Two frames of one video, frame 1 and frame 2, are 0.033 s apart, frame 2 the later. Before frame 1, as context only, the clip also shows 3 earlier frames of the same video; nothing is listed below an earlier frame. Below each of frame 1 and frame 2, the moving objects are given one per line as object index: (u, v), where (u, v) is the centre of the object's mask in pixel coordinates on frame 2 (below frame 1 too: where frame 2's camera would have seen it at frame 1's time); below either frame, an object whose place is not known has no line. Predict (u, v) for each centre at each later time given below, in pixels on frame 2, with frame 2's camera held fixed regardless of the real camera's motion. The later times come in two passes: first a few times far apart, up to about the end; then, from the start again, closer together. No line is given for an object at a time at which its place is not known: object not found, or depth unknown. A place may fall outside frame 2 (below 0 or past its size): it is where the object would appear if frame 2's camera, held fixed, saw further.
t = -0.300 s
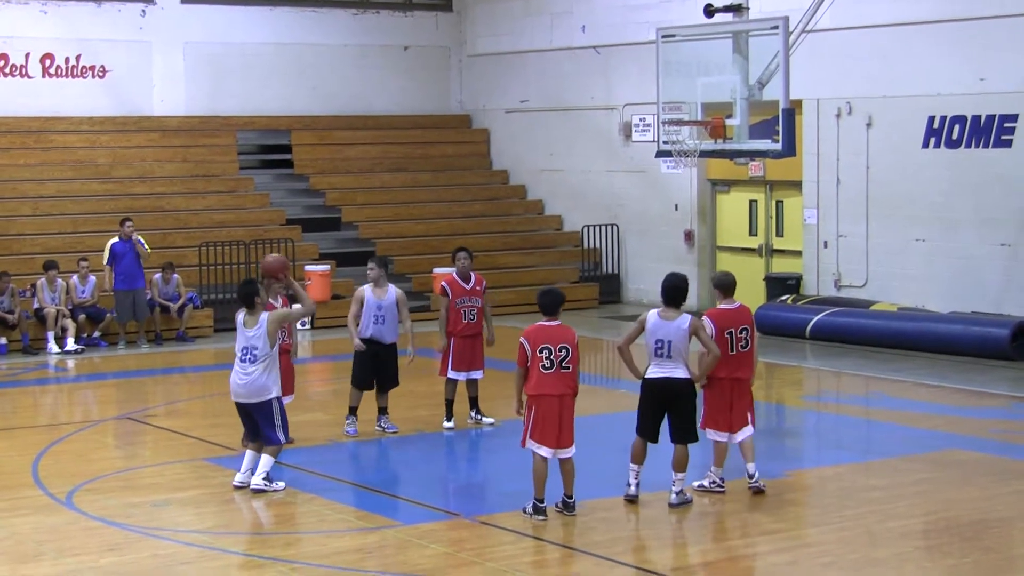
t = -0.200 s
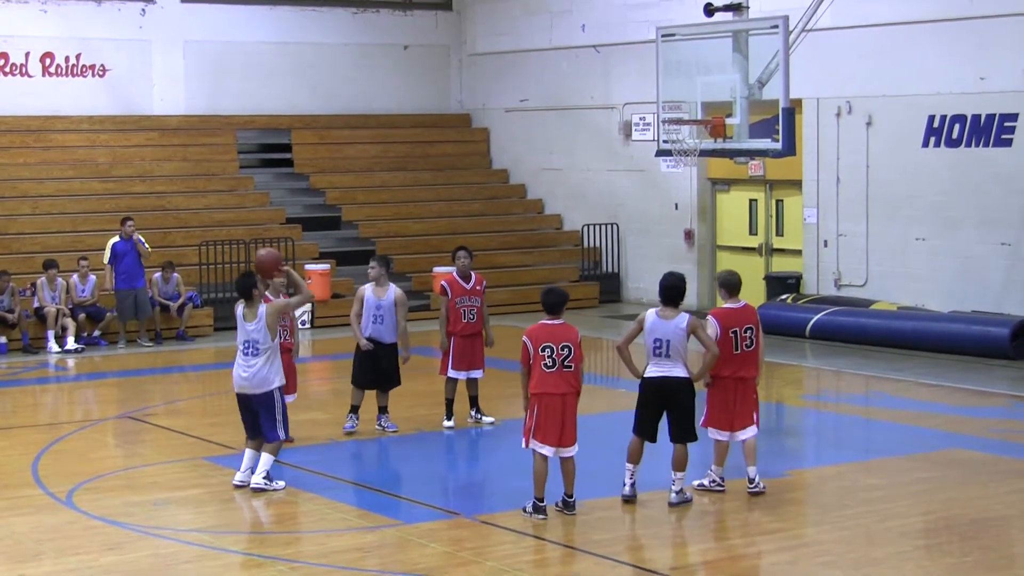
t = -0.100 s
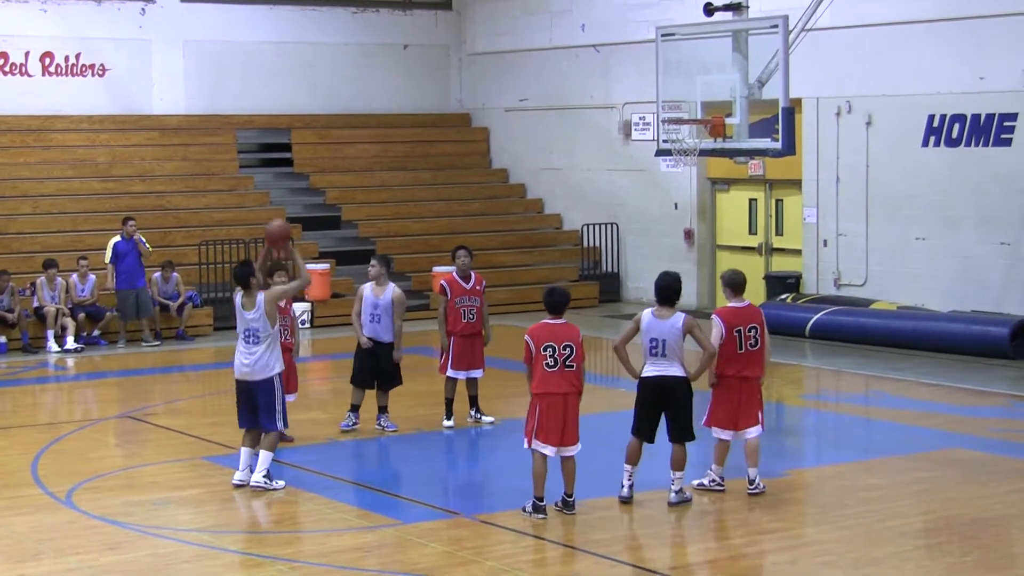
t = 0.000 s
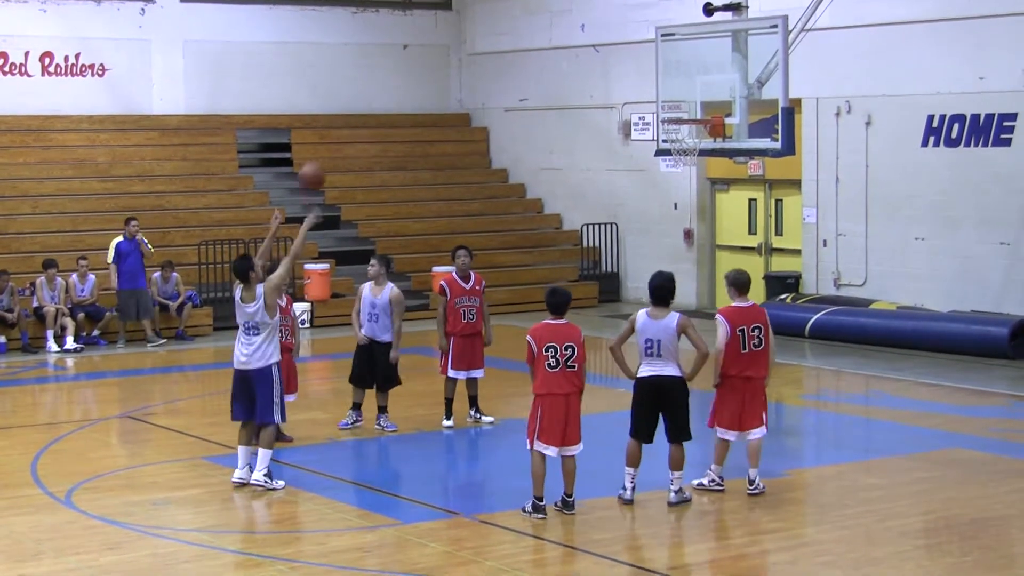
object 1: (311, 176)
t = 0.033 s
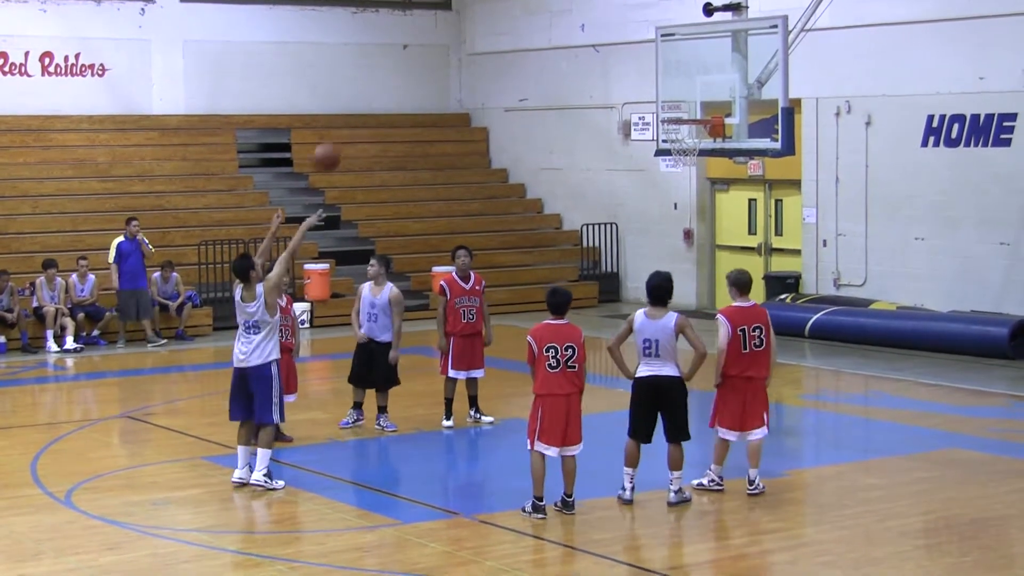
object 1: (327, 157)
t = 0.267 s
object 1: (423, 59)
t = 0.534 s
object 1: (528, 24)
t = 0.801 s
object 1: (627, 66)
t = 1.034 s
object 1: (703, 137)
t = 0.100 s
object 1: (354, 124)
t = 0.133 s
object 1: (369, 108)
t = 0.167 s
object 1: (382, 94)
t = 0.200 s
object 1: (396, 81)
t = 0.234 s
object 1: (409, 70)
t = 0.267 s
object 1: (423, 59)
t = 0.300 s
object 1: (436, 51)
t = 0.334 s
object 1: (450, 44)
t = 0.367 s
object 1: (463, 38)
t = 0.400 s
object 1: (476, 32)
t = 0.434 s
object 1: (489, 28)
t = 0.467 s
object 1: (502, 26)
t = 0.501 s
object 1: (515, 25)
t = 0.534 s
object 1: (528, 24)
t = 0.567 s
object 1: (541, 26)
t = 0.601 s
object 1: (553, 28)
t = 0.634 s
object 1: (566, 31)
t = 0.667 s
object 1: (579, 36)
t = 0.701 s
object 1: (591, 42)
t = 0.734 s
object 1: (603, 49)
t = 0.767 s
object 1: (615, 57)
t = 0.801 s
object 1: (627, 66)
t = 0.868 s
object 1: (651, 88)
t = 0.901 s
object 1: (663, 101)
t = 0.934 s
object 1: (674, 113)
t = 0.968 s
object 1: (687, 127)
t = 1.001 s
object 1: (697, 134)
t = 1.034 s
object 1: (703, 137)
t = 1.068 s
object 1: (702, 137)
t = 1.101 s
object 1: (701, 138)
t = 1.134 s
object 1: (699, 138)
